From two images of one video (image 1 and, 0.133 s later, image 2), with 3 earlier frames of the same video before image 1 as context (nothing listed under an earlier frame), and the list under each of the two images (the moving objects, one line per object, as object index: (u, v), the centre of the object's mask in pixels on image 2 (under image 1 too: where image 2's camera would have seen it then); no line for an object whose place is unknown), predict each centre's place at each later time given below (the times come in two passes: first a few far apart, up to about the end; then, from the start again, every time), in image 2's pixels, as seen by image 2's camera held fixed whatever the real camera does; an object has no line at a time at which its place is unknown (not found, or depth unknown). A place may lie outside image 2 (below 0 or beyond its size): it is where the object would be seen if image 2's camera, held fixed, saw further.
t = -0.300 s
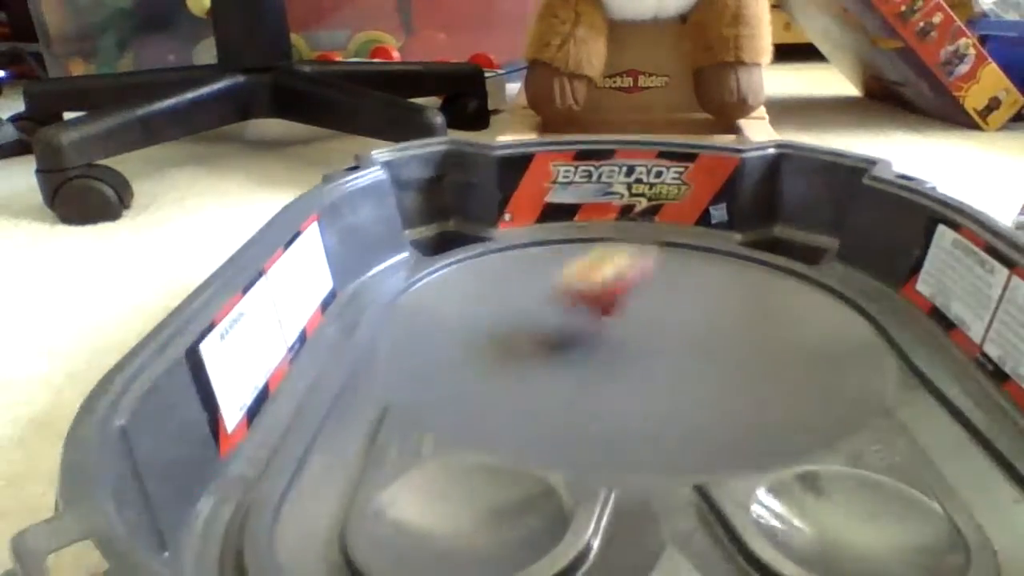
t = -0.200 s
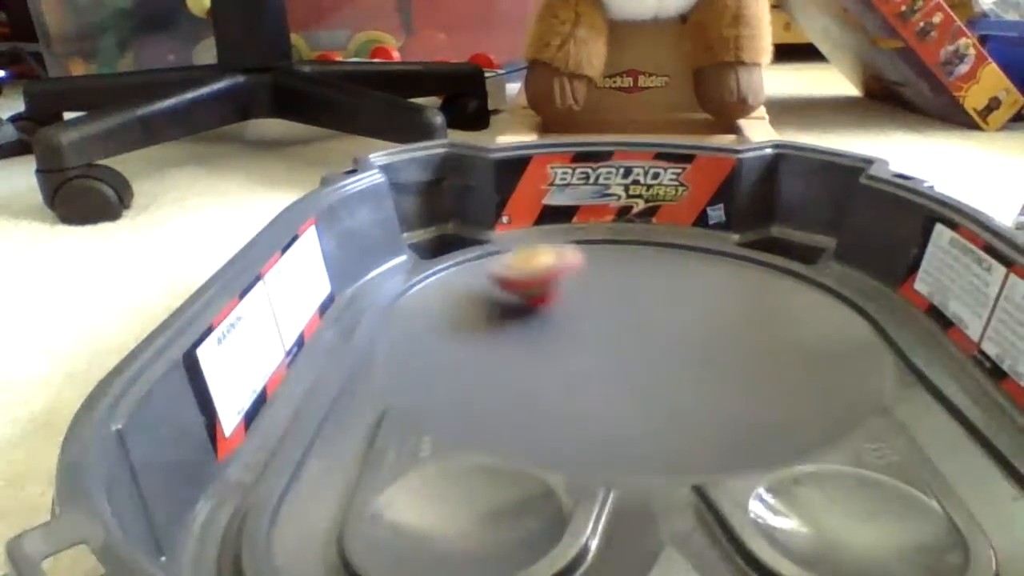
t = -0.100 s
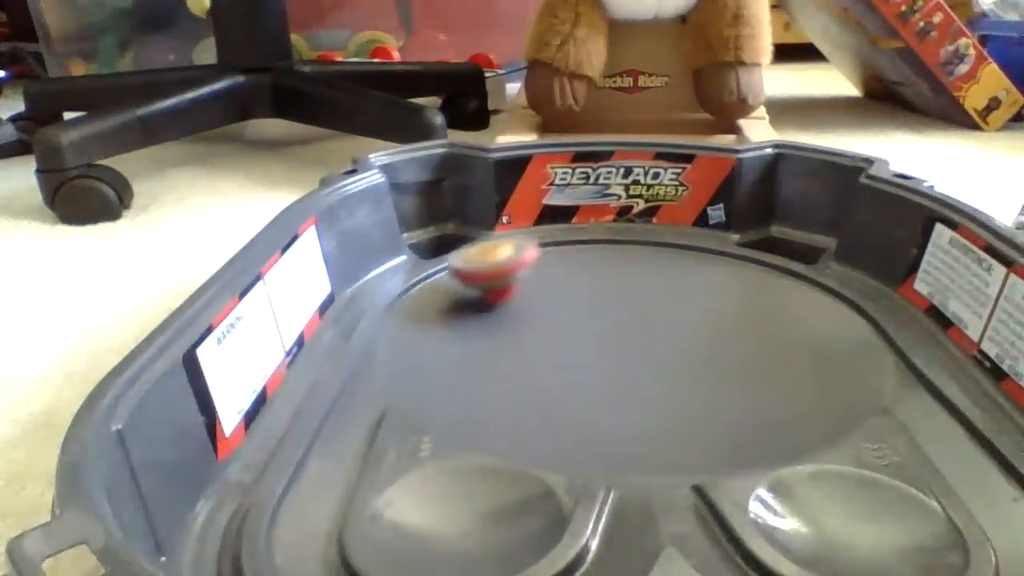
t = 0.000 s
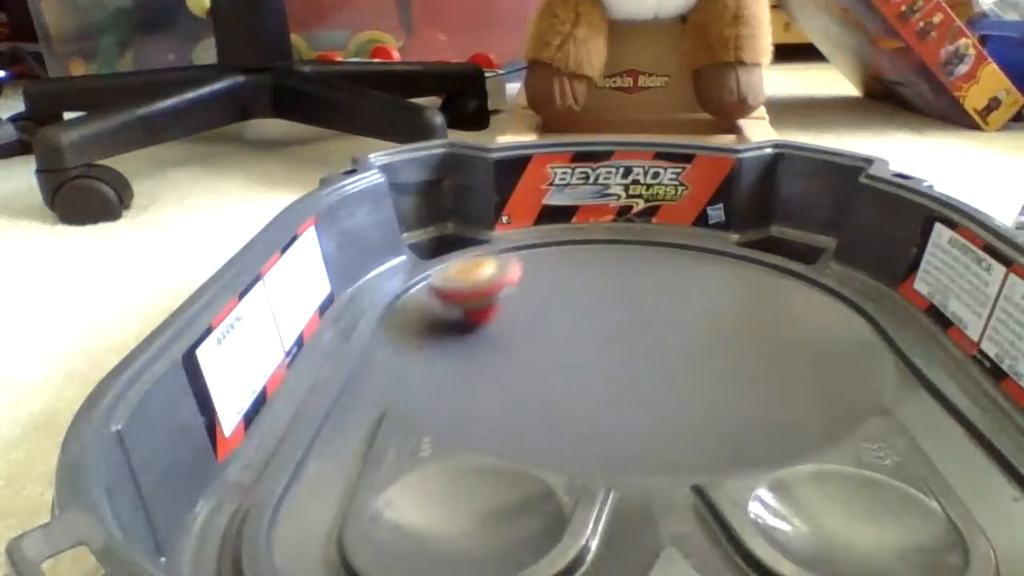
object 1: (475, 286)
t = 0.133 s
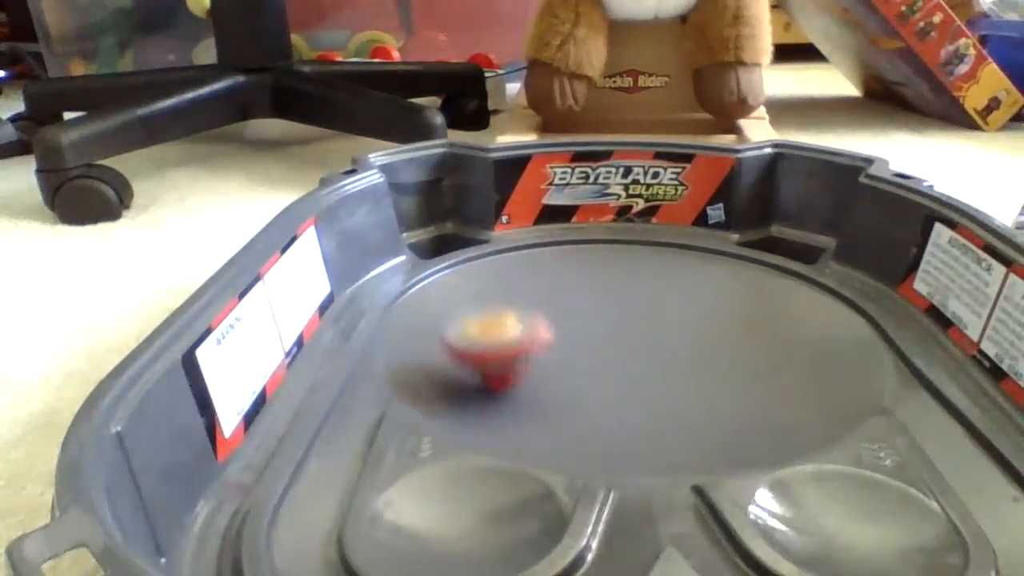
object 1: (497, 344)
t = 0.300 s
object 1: (673, 416)
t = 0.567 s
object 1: (800, 325)
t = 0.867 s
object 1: (515, 269)
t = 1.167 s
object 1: (367, 371)
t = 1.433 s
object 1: (470, 540)
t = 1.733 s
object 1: (662, 380)
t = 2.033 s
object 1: (575, 267)
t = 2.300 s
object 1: (473, 306)
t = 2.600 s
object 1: (685, 338)
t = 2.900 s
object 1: (584, 267)
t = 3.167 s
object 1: (600, 354)
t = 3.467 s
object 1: (708, 309)
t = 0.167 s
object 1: (515, 361)
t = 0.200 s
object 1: (541, 379)
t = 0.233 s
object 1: (577, 397)
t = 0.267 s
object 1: (622, 412)
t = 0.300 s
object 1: (673, 416)
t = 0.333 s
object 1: (721, 407)
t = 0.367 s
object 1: (754, 408)
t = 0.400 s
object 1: (785, 396)
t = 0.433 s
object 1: (807, 381)
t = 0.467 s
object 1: (821, 366)
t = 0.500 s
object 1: (824, 351)
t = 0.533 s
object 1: (817, 338)
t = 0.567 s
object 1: (800, 325)
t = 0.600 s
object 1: (774, 312)
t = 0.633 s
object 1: (744, 300)
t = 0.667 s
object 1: (712, 289)
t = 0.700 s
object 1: (676, 281)
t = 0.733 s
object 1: (643, 278)
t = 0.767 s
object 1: (610, 272)
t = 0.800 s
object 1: (577, 271)
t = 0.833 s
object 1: (547, 265)
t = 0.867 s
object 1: (515, 269)
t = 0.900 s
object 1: (487, 270)
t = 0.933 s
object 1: (459, 273)
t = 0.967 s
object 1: (431, 282)
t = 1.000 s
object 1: (409, 287)
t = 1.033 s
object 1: (391, 297)
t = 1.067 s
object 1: (377, 313)
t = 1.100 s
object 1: (377, 331)
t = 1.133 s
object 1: (373, 350)
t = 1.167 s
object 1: (367, 371)
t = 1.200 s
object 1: (355, 390)
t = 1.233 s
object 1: (345, 416)
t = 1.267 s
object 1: (334, 448)
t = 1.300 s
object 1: (308, 491)
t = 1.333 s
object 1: (299, 516)
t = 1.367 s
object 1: (329, 532)
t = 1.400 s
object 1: (401, 544)
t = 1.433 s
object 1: (470, 540)
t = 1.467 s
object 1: (541, 533)
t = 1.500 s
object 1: (587, 519)
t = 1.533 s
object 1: (628, 493)
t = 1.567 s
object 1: (650, 463)
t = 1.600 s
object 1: (655, 440)
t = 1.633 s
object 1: (658, 421)
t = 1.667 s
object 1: (661, 405)
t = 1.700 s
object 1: (663, 399)
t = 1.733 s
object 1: (662, 380)
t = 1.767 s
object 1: (662, 362)
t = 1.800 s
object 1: (661, 345)
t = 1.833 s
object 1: (655, 329)
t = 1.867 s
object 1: (645, 315)
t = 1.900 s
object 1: (631, 301)
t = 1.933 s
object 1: (620, 291)
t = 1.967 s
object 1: (606, 281)
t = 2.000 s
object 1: (591, 273)
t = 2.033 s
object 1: (575, 267)
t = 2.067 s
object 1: (558, 263)
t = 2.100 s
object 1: (543, 262)
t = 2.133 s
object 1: (525, 263)
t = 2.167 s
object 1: (509, 269)
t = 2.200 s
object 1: (495, 275)
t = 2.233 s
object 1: (482, 283)
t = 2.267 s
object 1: (476, 295)
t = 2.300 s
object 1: (473, 306)
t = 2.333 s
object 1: (478, 318)
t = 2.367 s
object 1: (496, 333)
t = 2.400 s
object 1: (520, 344)
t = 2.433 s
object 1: (548, 352)
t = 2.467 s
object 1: (579, 356)
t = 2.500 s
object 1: (612, 357)
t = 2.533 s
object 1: (642, 354)
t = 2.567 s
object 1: (666, 347)
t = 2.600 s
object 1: (685, 338)
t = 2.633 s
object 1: (697, 327)
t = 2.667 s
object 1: (701, 315)
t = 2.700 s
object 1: (698, 303)
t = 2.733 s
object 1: (689, 291)
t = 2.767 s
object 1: (674, 281)
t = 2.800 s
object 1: (655, 272)
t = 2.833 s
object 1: (633, 267)
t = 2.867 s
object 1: (608, 265)
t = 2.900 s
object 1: (584, 267)
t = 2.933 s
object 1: (564, 274)
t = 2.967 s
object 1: (549, 282)
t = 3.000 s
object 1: (539, 294)
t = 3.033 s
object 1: (535, 309)
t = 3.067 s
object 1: (539, 322)
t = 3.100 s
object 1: (552, 335)
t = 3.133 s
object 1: (572, 346)
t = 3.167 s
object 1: (600, 354)
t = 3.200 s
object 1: (630, 359)
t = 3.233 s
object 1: (660, 362)
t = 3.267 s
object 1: (687, 358)
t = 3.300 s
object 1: (707, 352)
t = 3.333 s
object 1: (720, 343)
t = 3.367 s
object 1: (728, 333)
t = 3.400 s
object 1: (727, 323)
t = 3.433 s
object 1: (718, 314)
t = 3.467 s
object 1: (708, 309)
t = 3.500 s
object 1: (697, 306)
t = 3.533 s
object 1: (684, 305)
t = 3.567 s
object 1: (664, 305)
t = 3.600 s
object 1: (646, 307)
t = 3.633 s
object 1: (682, 298)
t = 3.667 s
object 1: (755, 262)
